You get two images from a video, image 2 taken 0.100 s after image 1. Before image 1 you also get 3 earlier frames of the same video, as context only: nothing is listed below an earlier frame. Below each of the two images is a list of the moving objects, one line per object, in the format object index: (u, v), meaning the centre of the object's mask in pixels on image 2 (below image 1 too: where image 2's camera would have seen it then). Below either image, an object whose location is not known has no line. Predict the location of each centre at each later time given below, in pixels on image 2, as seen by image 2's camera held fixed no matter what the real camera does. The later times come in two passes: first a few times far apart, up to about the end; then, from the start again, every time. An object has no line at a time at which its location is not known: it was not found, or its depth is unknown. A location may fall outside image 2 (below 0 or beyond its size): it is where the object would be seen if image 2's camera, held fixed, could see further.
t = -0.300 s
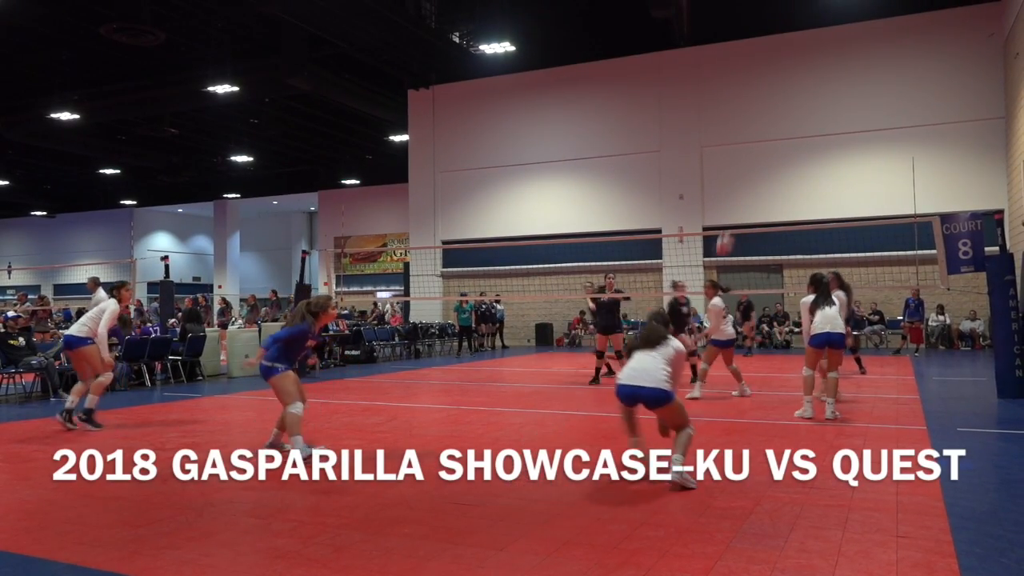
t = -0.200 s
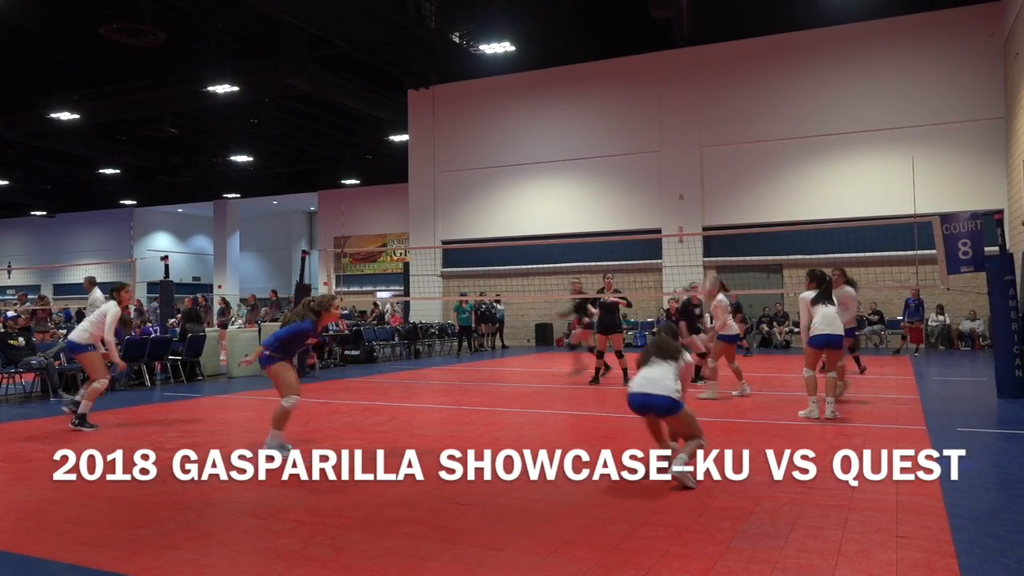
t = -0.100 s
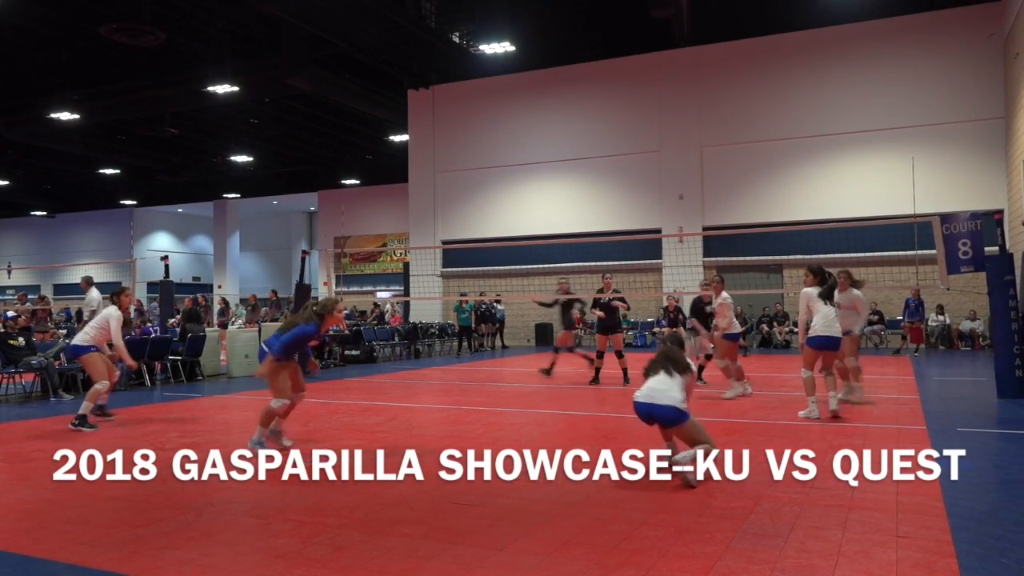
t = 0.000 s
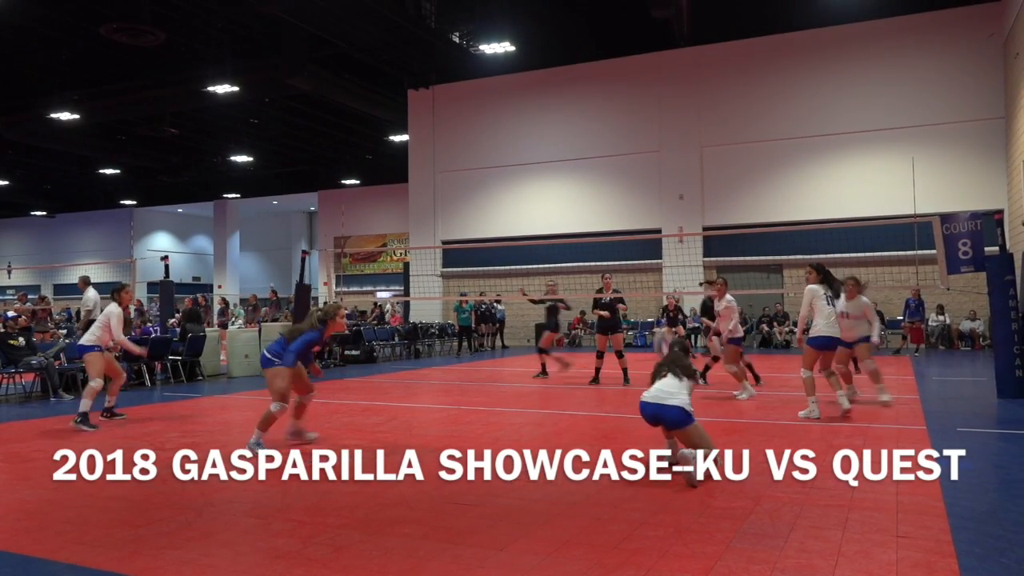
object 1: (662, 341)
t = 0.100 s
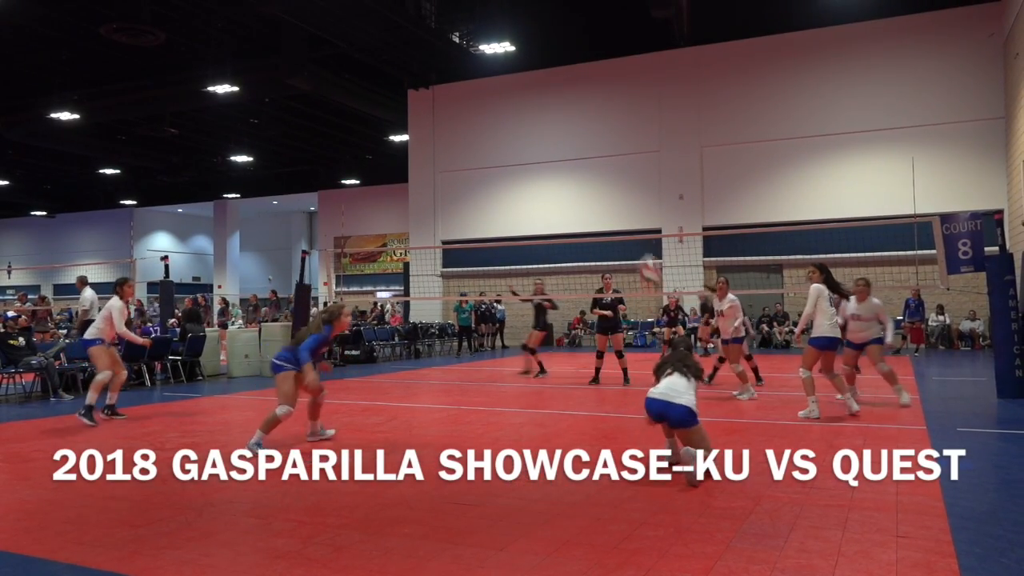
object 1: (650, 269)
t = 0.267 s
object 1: (627, 186)
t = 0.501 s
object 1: (603, 127)
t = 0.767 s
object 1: (582, 125)
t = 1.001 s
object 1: (565, 168)
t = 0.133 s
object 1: (645, 250)
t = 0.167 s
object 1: (642, 235)
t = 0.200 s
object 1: (637, 215)
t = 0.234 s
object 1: (632, 200)
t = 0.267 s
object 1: (627, 186)
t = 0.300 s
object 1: (623, 173)
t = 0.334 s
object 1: (620, 163)
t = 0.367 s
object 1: (615, 152)
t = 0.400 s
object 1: (612, 144)
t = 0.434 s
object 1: (609, 138)
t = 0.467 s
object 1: (606, 132)
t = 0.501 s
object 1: (603, 127)
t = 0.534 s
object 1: (599, 123)
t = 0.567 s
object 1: (596, 121)
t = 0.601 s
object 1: (595, 119)
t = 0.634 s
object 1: (593, 118)
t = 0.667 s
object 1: (589, 119)
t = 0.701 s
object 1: (586, 120)
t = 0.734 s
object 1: (584, 122)
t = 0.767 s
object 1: (582, 125)
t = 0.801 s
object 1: (579, 129)
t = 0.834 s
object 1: (576, 133)
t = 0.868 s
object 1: (574, 139)
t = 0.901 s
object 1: (572, 145)
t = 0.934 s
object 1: (569, 152)
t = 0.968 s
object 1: (567, 159)
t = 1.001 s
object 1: (565, 168)
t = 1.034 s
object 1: (563, 177)
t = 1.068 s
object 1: (560, 187)
